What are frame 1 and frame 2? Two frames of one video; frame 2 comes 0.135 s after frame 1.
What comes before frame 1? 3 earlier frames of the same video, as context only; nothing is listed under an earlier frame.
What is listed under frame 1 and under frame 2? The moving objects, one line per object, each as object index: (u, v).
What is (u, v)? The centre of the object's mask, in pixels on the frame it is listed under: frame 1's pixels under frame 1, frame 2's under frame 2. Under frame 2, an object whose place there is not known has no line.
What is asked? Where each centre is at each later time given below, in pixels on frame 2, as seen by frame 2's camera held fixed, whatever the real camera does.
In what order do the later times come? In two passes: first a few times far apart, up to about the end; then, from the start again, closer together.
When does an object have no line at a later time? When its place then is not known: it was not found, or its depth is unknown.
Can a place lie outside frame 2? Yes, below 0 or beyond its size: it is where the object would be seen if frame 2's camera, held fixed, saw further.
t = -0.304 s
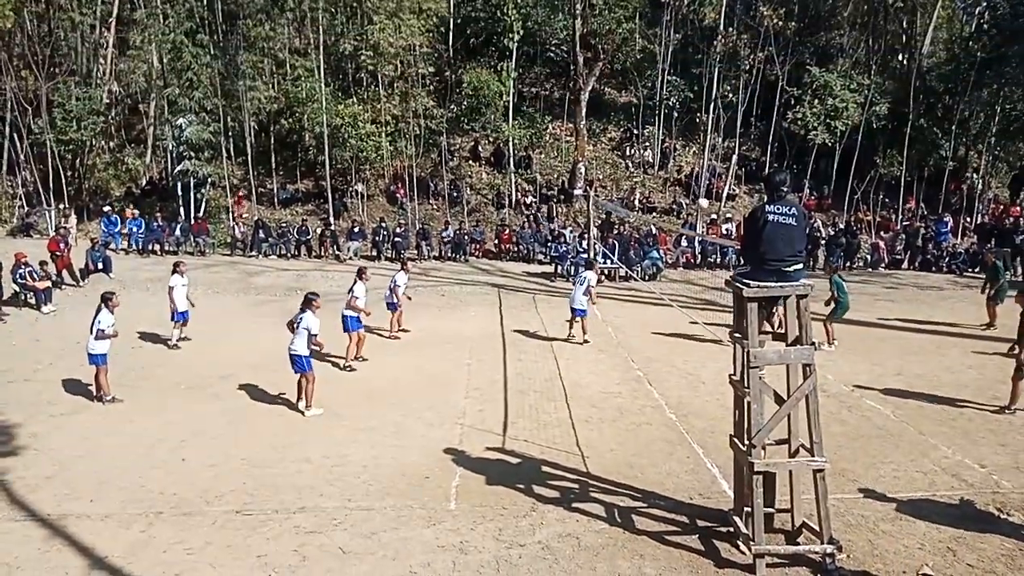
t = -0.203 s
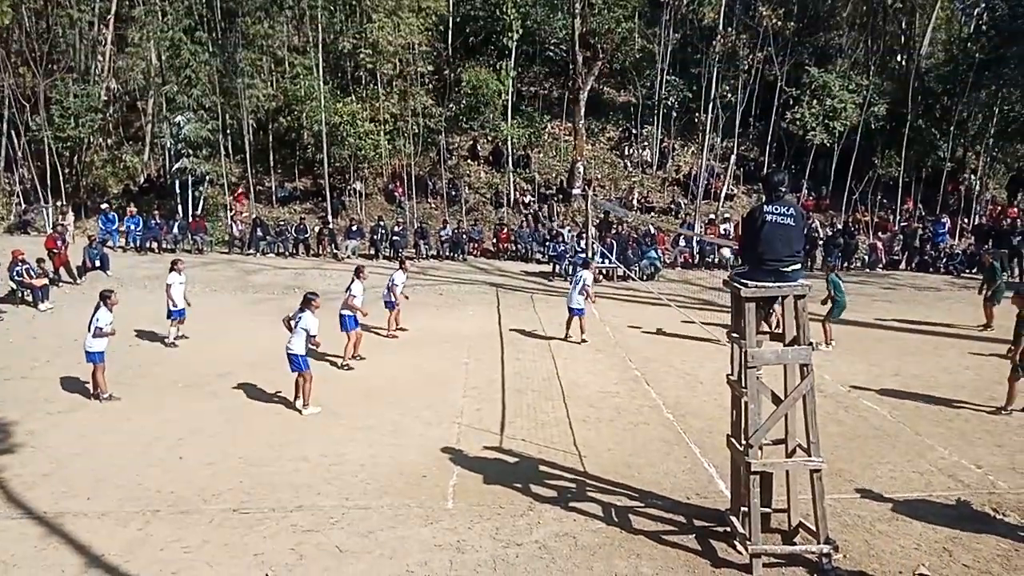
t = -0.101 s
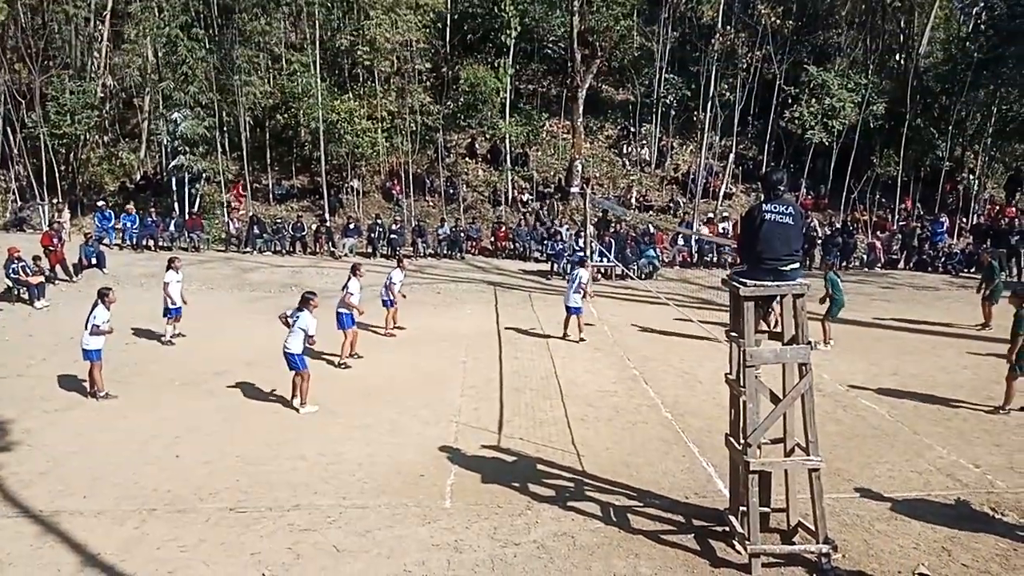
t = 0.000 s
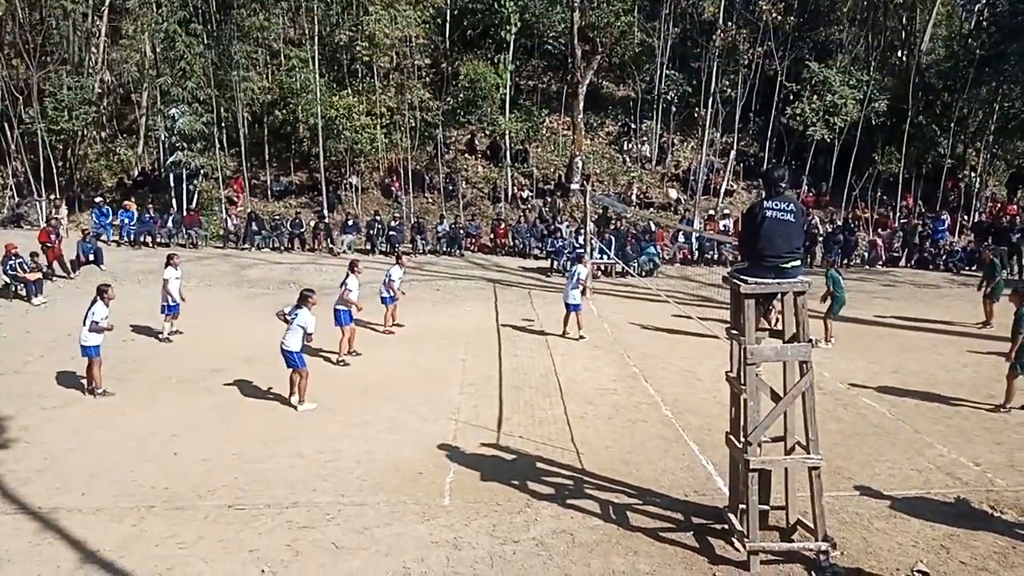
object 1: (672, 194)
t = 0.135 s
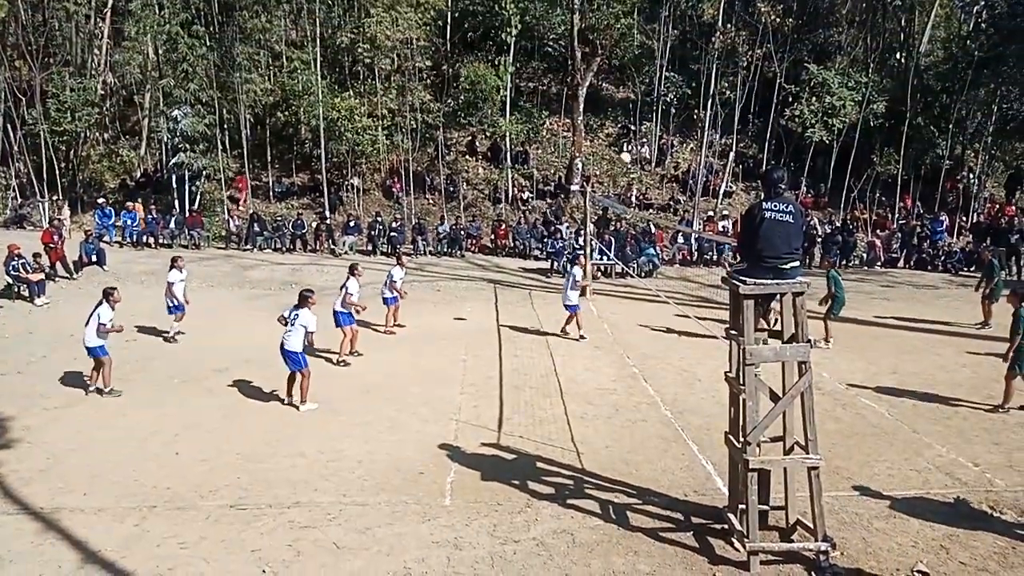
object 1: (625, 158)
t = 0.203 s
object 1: (602, 143)
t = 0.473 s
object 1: (503, 111)
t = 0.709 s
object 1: (414, 124)
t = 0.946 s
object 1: (323, 179)
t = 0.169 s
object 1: (613, 150)
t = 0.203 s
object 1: (602, 143)
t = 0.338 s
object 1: (553, 121)
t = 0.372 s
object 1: (541, 118)
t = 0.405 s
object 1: (528, 115)
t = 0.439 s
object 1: (516, 113)
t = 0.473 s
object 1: (503, 111)
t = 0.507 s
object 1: (491, 111)
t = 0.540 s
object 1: (478, 112)
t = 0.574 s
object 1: (465, 113)
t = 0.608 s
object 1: (452, 114)
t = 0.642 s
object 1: (439, 117)
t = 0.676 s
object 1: (426, 120)
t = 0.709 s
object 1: (414, 124)
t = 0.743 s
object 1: (401, 130)
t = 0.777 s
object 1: (388, 135)
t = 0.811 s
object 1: (375, 142)
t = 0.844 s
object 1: (362, 151)
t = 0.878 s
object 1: (349, 159)
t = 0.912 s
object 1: (336, 169)
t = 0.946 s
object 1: (323, 179)
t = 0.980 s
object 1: (311, 190)
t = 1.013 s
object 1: (299, 201)
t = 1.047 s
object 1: (286, 213)
